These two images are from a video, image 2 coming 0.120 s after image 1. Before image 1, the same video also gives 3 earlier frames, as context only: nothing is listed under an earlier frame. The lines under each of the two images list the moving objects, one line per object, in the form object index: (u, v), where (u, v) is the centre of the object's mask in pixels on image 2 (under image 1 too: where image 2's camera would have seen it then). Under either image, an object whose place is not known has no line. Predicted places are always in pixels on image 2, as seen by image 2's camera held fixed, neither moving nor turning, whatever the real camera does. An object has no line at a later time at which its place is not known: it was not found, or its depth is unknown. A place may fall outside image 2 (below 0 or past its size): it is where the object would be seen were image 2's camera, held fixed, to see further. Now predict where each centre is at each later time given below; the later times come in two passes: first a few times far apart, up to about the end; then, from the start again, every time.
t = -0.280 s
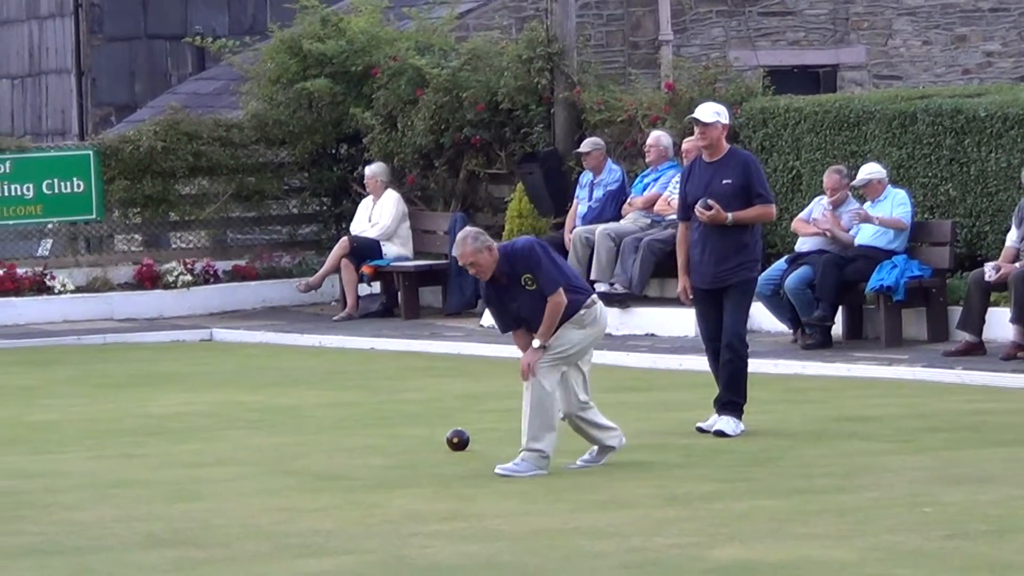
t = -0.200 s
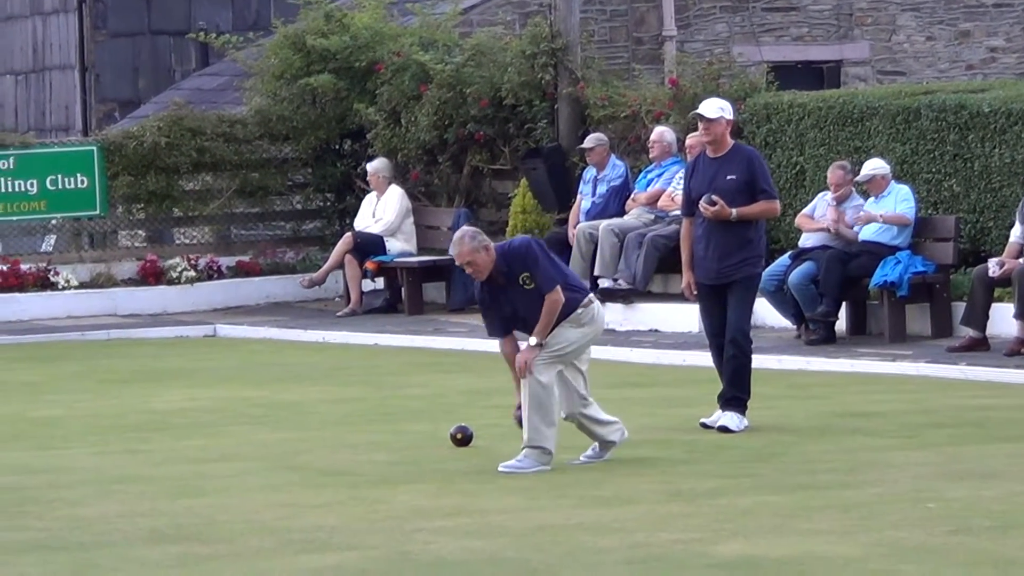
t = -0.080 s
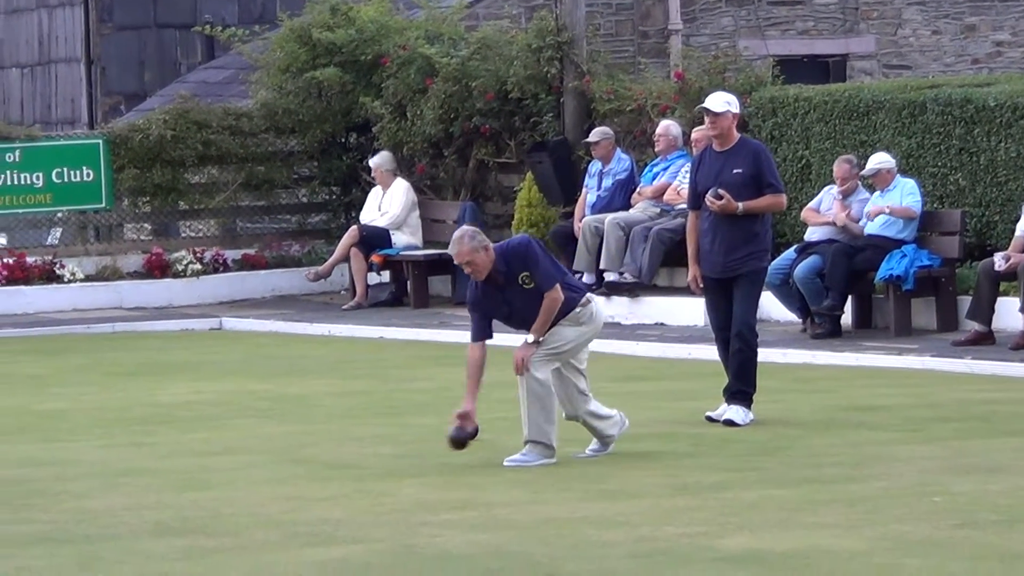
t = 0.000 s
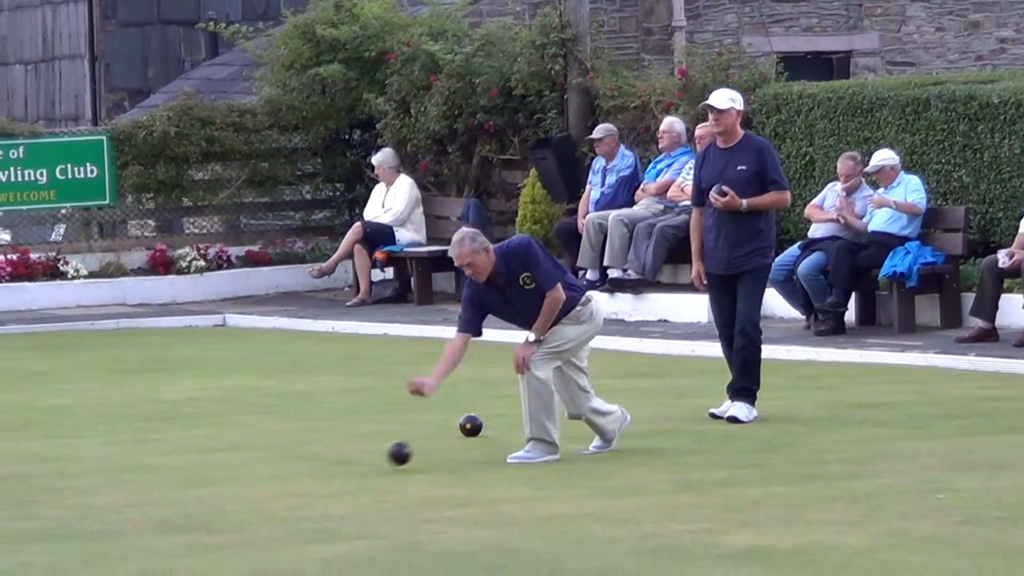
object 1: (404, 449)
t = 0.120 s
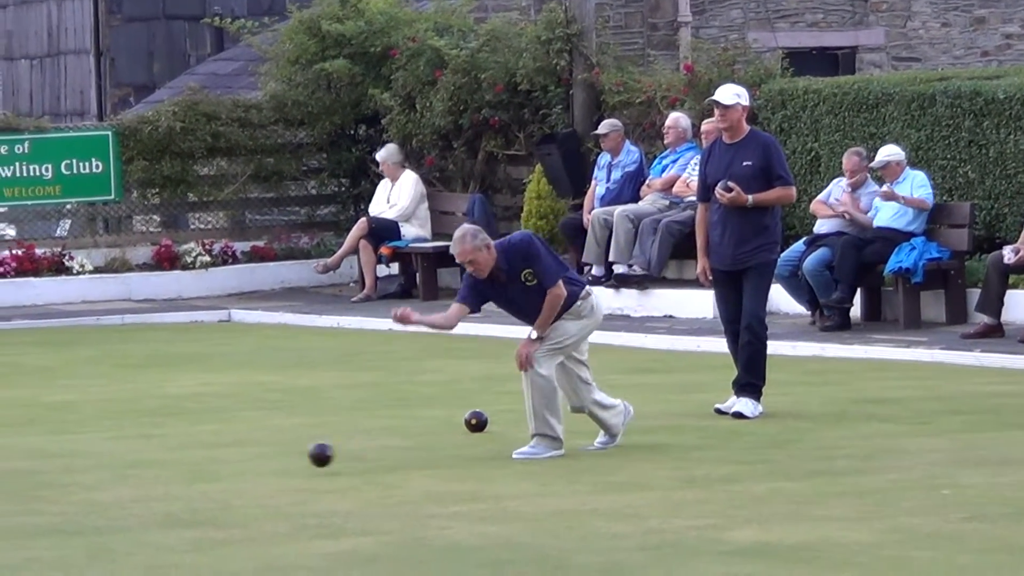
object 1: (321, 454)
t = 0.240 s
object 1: (240, 468)
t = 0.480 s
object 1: (90, 489)
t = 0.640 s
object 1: (-10, 501)
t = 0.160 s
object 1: (293, 459)
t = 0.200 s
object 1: (266, 467)
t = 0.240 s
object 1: (240, 468)
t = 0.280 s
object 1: (216, 469)
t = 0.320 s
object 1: (190, 474)
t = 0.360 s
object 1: (165, 479)
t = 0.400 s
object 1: (140, 479)
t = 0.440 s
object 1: (115, 482)
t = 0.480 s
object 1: (90, 489)
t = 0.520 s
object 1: (65, 489)
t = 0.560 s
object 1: (39, 492)
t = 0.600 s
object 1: (13, 498)
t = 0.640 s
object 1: (-10, 501)
